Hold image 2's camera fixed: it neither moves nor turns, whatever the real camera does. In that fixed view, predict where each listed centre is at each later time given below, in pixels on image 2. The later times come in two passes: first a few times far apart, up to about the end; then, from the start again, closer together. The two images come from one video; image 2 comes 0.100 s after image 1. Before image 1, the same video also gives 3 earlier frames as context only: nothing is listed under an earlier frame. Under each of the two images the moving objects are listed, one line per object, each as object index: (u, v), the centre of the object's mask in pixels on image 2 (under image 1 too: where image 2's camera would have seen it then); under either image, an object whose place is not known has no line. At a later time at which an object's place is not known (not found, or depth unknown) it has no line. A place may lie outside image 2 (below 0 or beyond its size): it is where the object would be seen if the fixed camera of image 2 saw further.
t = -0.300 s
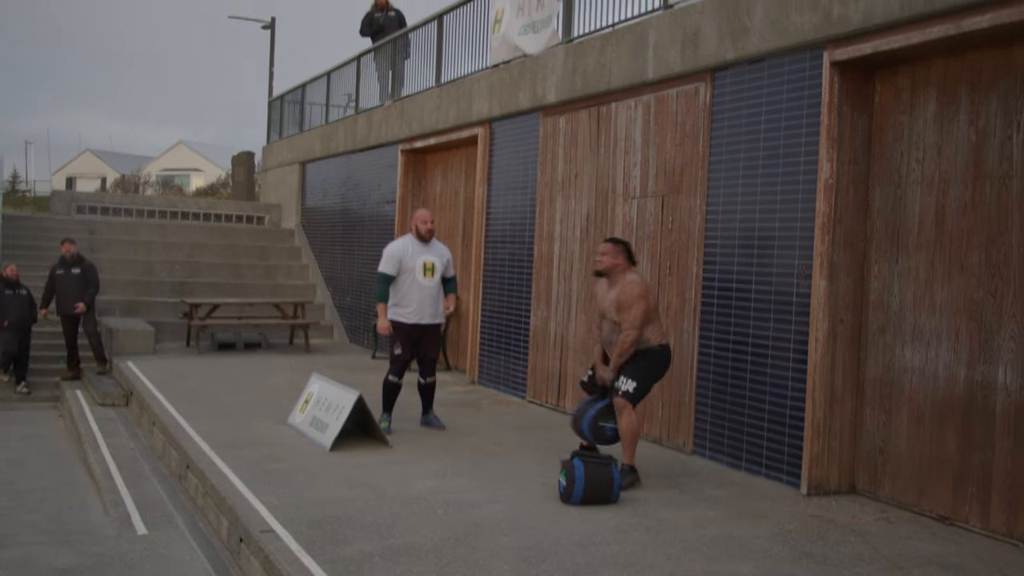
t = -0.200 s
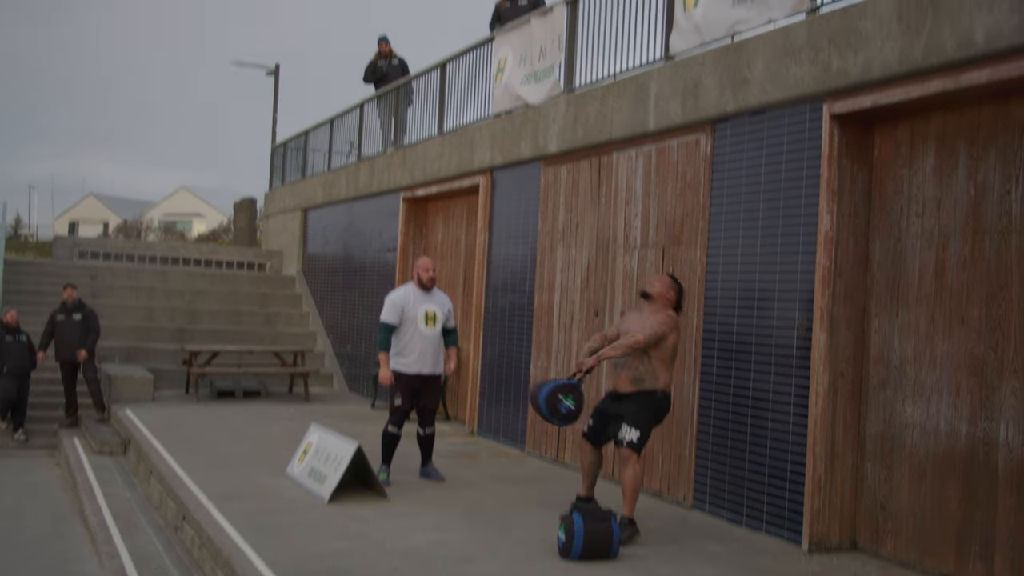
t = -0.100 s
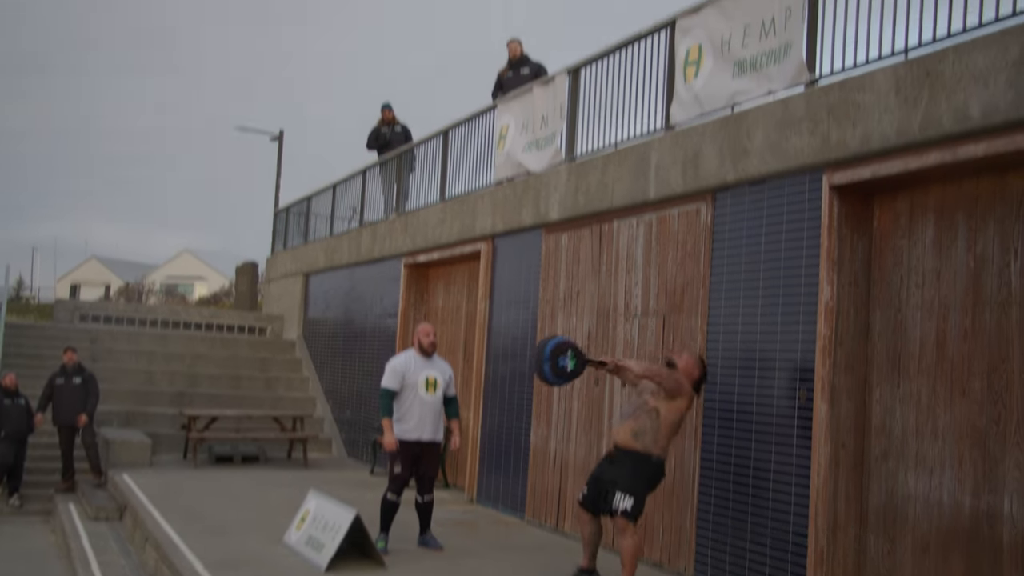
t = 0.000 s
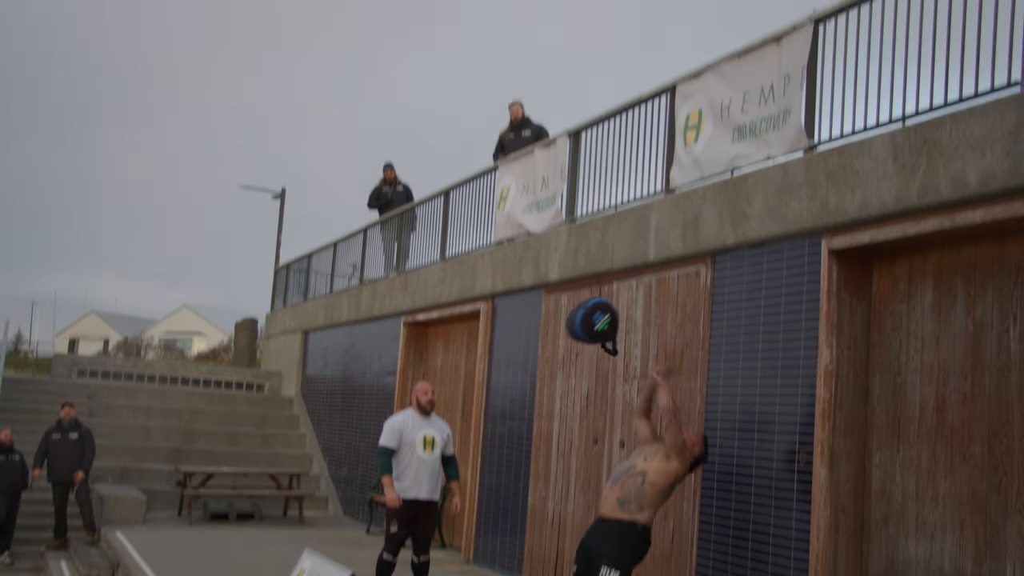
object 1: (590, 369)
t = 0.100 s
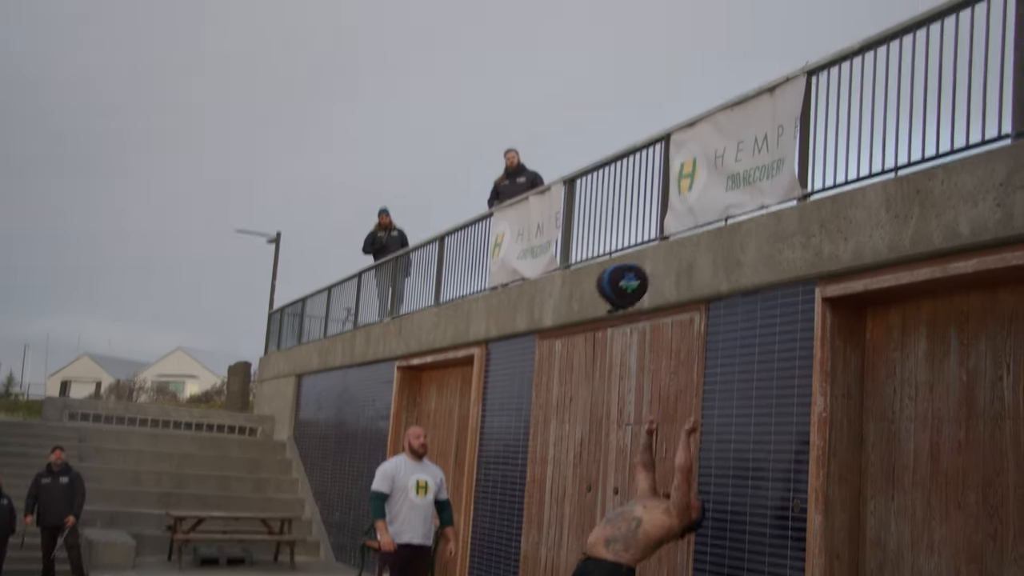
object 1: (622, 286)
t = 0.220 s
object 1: (661, 206)
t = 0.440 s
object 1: (732, 110)
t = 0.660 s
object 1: (755, 96)
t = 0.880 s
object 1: (735, 144)
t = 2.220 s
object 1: (676, 705)
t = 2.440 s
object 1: (676, 706)
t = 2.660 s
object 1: (676, 705)
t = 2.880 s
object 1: (676, 706)
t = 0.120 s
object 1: (628, 271)
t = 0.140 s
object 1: (634, 257)
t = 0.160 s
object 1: (641, 243)
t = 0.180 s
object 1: (648, 230)
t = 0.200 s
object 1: (654, 218)
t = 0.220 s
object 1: (661, 206)
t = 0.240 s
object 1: (667, 195)
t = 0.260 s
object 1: (673, 184)
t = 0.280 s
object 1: (679, 174)
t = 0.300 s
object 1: (686, 164)
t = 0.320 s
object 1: (692, 154)
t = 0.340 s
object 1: (701, 146)
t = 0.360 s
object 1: (705, 137)
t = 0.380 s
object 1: (712, 130)
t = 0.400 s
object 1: (718, 122)
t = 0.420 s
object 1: (725, 116)
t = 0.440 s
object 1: (732, 110)
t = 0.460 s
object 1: (739, 105)
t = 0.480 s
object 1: (747, 101)
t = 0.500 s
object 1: (755, 98)
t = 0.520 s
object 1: (760, 96)
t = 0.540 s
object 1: (762, 97)
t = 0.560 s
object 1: (761, 95)
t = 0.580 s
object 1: (760, 94)
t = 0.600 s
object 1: (758, 94)
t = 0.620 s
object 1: (757, 94)
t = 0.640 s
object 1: (756, 95)
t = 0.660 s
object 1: (755, 96)
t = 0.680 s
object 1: (753, 97)
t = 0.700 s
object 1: (752, 99)
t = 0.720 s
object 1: (750, 102)
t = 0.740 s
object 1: (748, 106)
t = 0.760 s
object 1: (746, 110)
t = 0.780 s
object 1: (744, 114)
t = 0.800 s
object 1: (743, 119)
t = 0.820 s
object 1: (741, 124)
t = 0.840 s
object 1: (739, 130)
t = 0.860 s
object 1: (737, 137)
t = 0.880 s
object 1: (735, 144)
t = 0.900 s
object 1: (733, 152)
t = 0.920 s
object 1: (731, 160)
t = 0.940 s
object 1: (729, 169)
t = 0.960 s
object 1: (727, 178)
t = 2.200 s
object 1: (676, 705)
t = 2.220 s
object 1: (676, 705)
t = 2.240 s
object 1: (676, 705)
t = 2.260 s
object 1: (676, 705)
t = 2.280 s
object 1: (676, 706)
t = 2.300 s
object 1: (676, 706)
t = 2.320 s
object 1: (676, 706)
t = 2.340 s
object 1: (676, 706)
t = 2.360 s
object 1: (676, 706)
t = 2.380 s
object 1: (676, 706)
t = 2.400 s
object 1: (676, 705)
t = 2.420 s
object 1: (676, 706)
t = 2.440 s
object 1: (676, 706)
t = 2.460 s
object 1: (676, 705)
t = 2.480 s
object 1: (676, 705)
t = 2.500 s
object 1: (676, 706)
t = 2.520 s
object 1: (676, 706)
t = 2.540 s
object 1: (676, 706)
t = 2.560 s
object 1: (676, 706)
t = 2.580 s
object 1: (676, 706)
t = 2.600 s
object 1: (676, 706)
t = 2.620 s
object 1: (676, 706)
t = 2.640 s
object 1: (676, 705)
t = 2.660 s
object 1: (676, 705)
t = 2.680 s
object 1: (676, 705)
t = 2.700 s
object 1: (676, 705)
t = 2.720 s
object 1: (676, 706)
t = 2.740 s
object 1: (676, 706)
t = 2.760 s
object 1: (676, 705)
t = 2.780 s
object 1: (676, 705)
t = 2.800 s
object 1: (676, 705)
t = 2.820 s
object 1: (676, 706)
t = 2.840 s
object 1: (676, 706)
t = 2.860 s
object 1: (676, 706)
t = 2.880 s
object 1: (676, 706)
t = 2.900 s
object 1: (676, 706)
